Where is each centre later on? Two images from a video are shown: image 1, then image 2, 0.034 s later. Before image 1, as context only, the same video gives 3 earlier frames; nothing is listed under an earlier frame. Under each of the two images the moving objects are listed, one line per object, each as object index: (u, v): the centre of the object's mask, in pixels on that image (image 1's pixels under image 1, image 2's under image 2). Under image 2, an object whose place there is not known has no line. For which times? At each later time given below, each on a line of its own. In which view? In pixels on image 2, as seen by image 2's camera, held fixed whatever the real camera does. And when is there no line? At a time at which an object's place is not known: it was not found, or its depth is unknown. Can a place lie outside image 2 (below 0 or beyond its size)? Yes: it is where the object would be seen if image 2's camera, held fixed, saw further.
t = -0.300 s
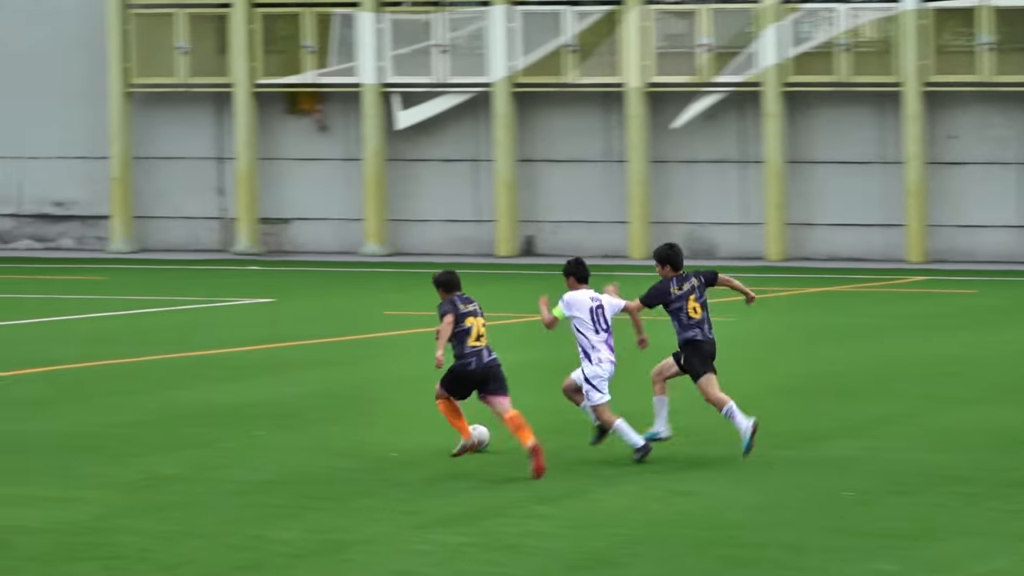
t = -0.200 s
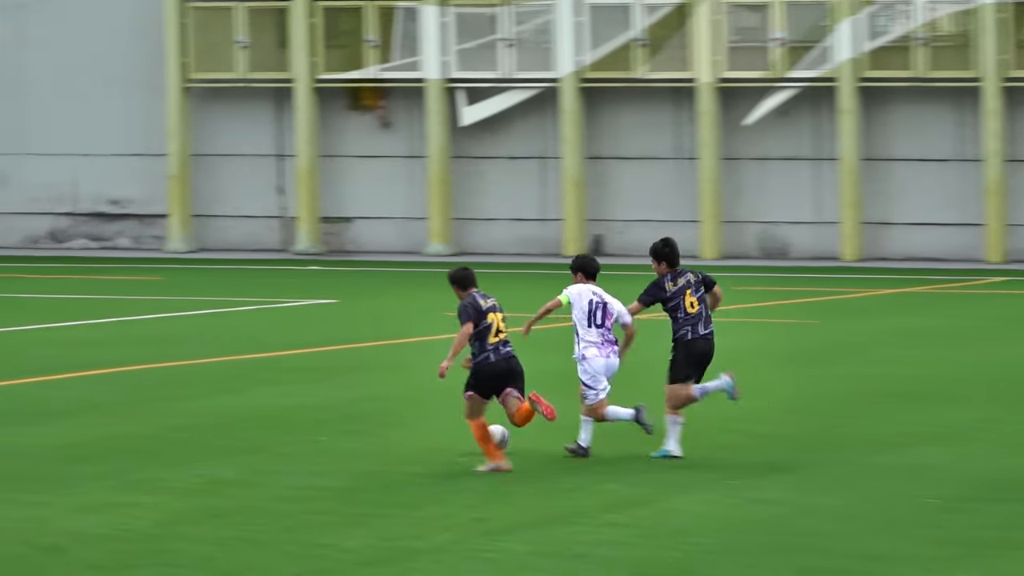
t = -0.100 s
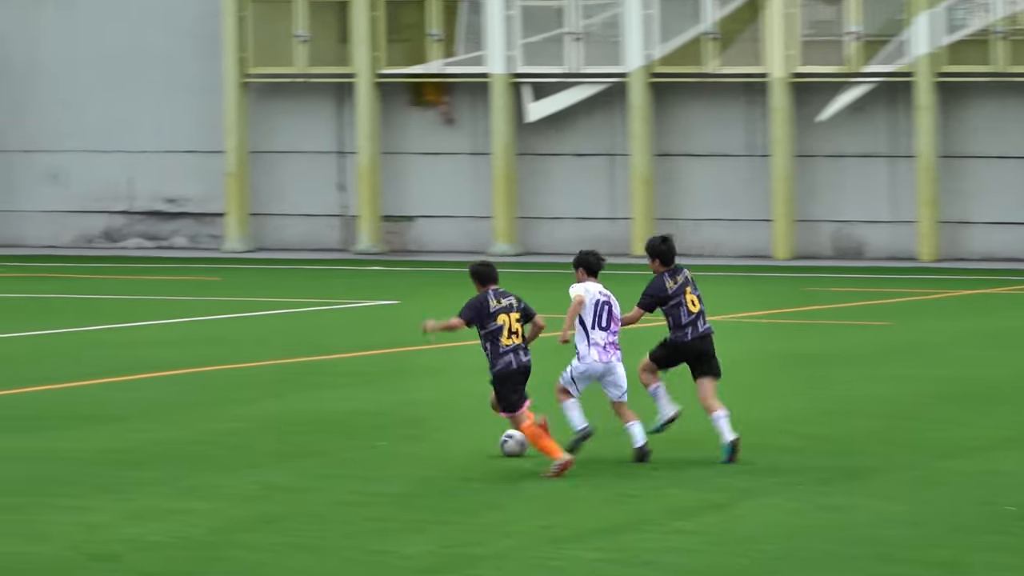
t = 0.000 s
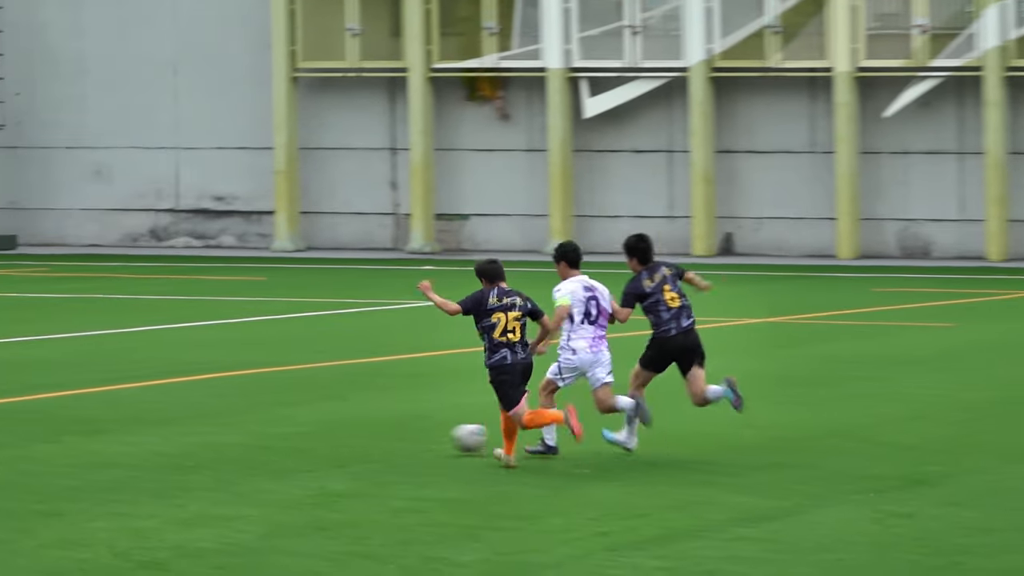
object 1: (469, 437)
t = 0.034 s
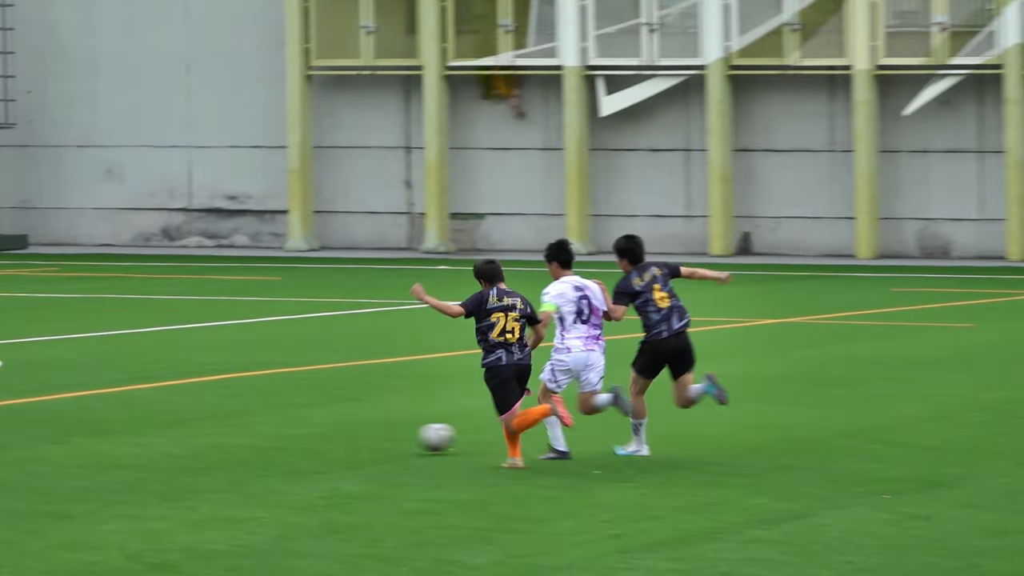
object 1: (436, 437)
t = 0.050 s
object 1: (412, 435)
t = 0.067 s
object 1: (389, 434)
